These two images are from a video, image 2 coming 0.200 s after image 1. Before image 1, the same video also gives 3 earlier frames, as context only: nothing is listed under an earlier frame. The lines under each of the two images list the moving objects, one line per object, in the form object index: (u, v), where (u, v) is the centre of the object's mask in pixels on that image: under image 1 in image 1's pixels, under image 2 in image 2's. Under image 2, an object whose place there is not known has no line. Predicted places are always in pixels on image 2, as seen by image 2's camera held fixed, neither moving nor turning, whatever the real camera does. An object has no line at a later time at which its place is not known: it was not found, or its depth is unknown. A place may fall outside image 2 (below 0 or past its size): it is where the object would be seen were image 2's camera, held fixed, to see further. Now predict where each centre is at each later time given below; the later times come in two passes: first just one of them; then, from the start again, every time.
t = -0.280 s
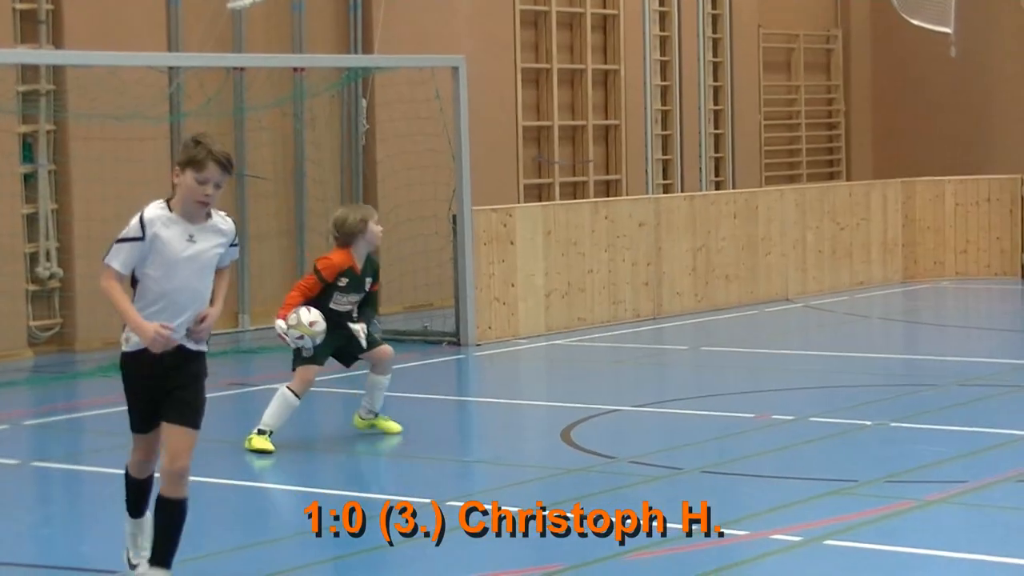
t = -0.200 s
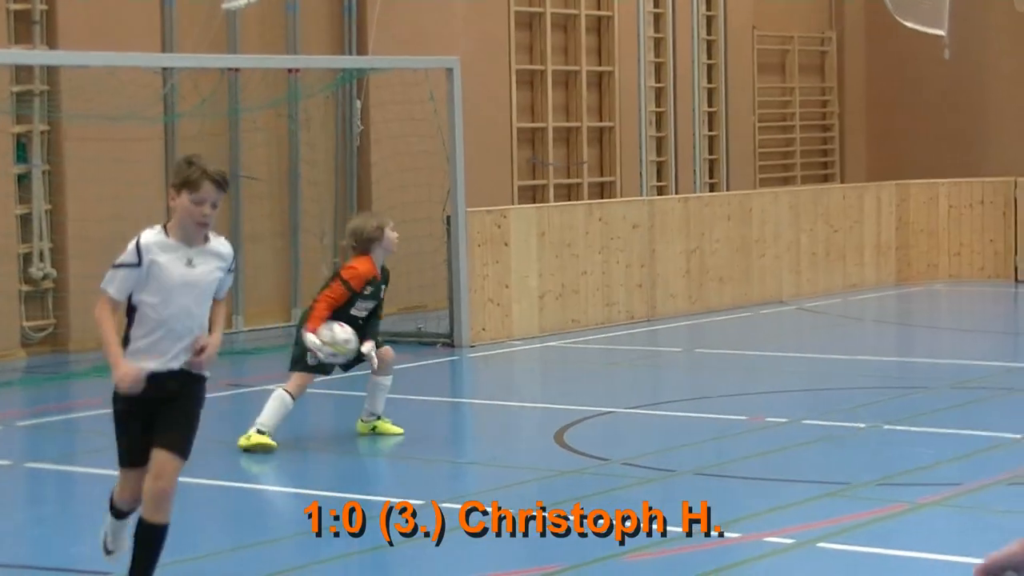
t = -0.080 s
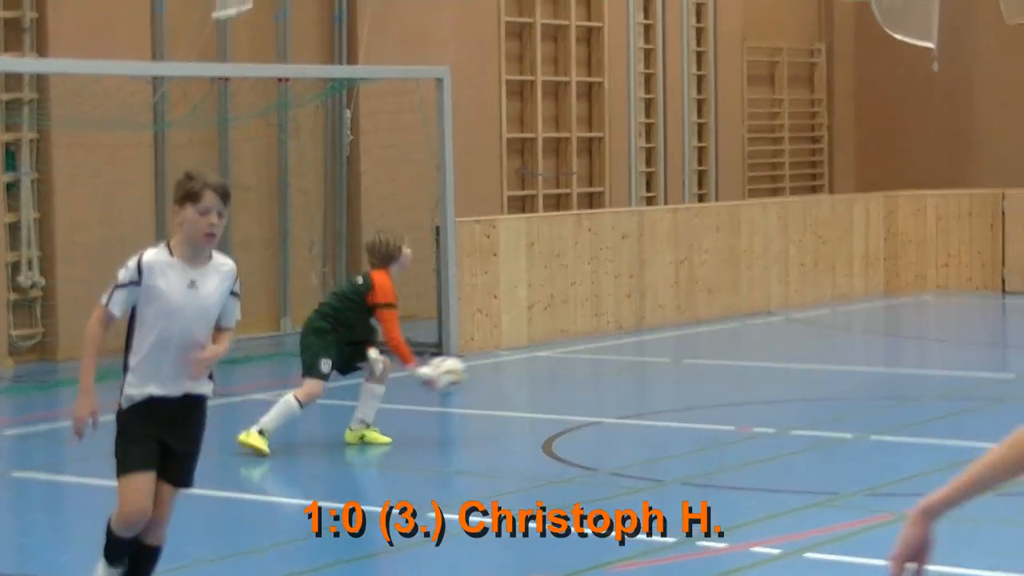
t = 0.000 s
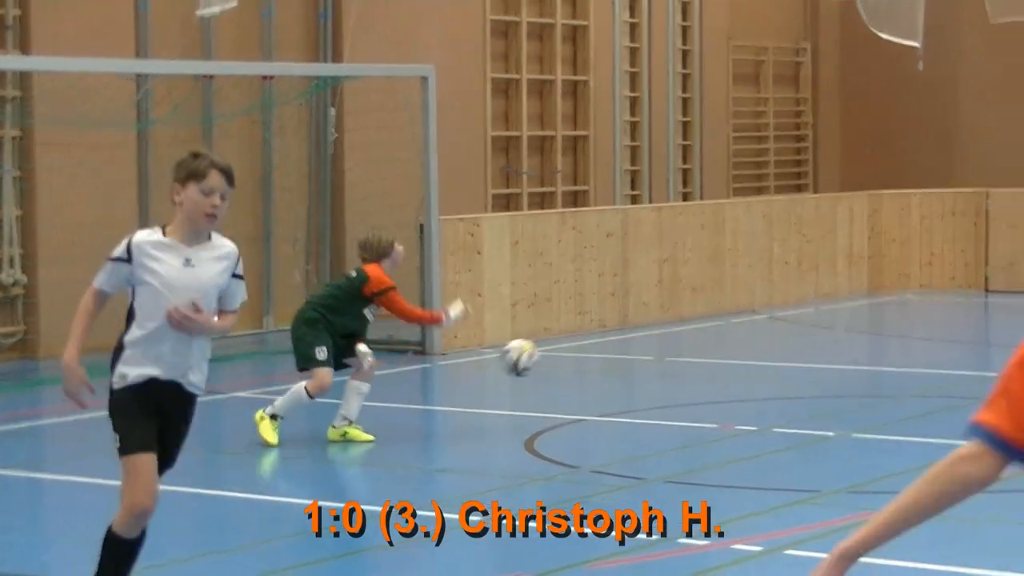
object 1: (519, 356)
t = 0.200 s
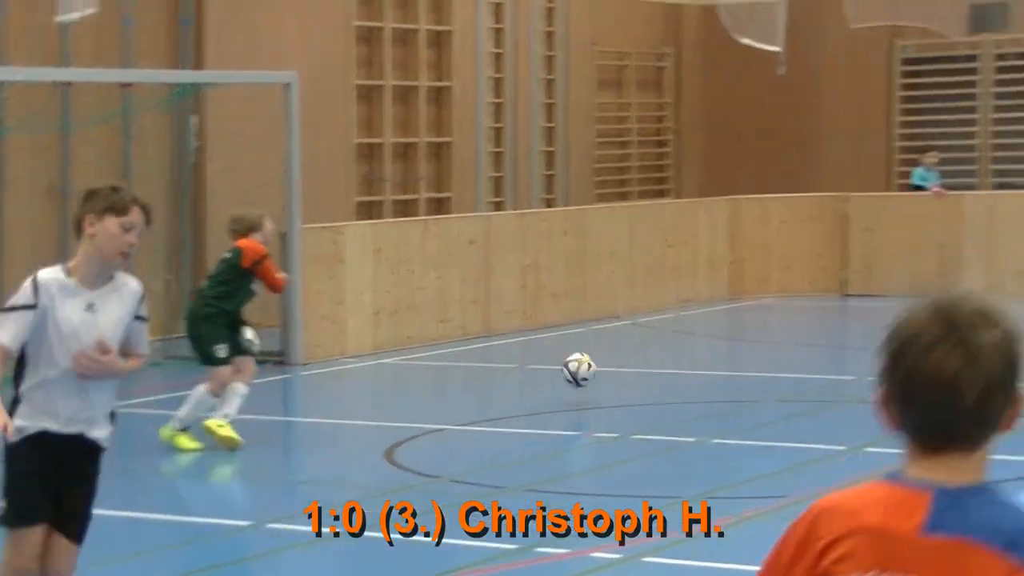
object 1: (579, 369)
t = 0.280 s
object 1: (642, 370)
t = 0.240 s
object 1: (614, 378)
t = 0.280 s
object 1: (642, 370)
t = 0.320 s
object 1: (665, 355)
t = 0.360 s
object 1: (689, 343)
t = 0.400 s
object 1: (712, 334)
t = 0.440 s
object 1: (735, 329)
